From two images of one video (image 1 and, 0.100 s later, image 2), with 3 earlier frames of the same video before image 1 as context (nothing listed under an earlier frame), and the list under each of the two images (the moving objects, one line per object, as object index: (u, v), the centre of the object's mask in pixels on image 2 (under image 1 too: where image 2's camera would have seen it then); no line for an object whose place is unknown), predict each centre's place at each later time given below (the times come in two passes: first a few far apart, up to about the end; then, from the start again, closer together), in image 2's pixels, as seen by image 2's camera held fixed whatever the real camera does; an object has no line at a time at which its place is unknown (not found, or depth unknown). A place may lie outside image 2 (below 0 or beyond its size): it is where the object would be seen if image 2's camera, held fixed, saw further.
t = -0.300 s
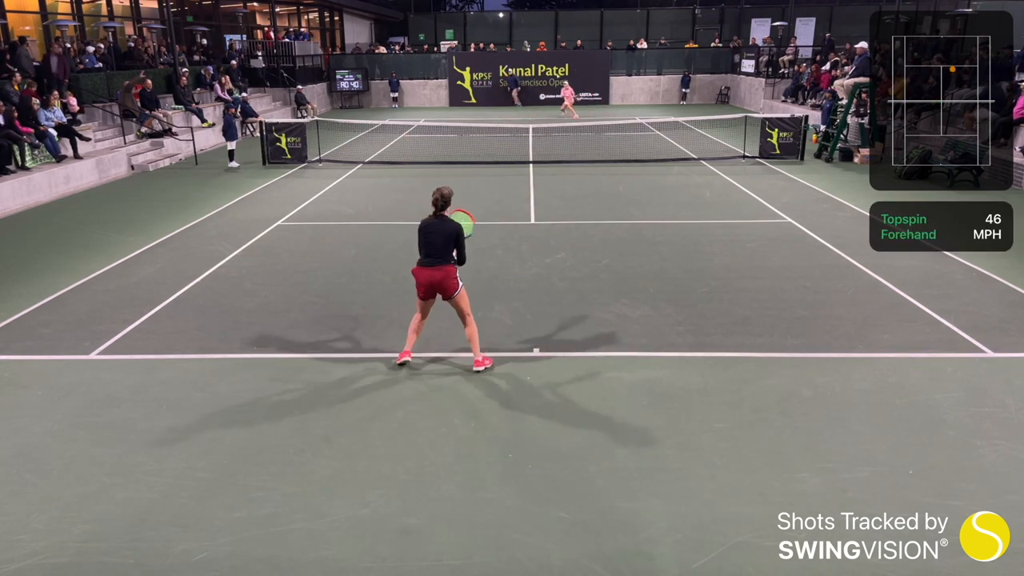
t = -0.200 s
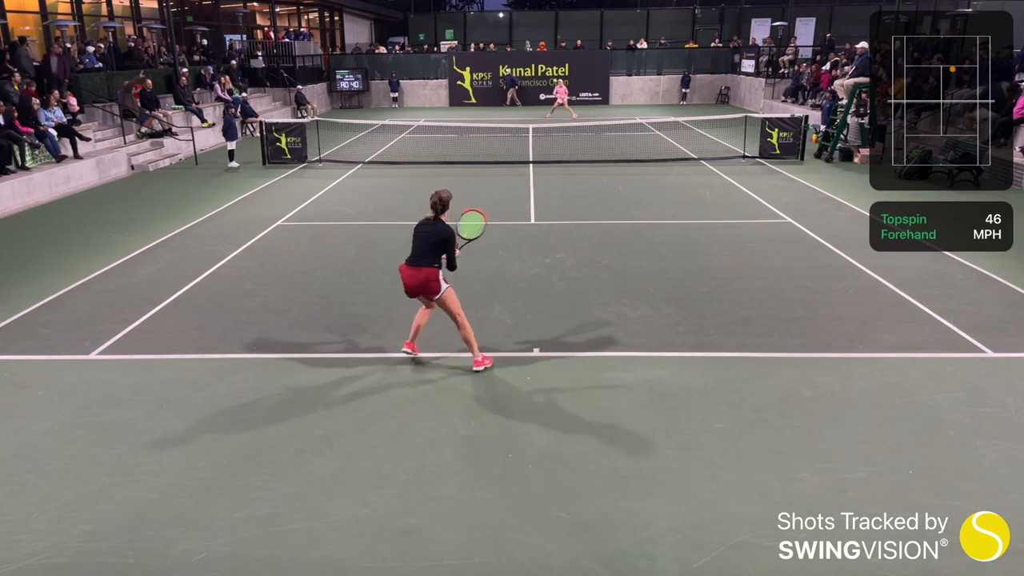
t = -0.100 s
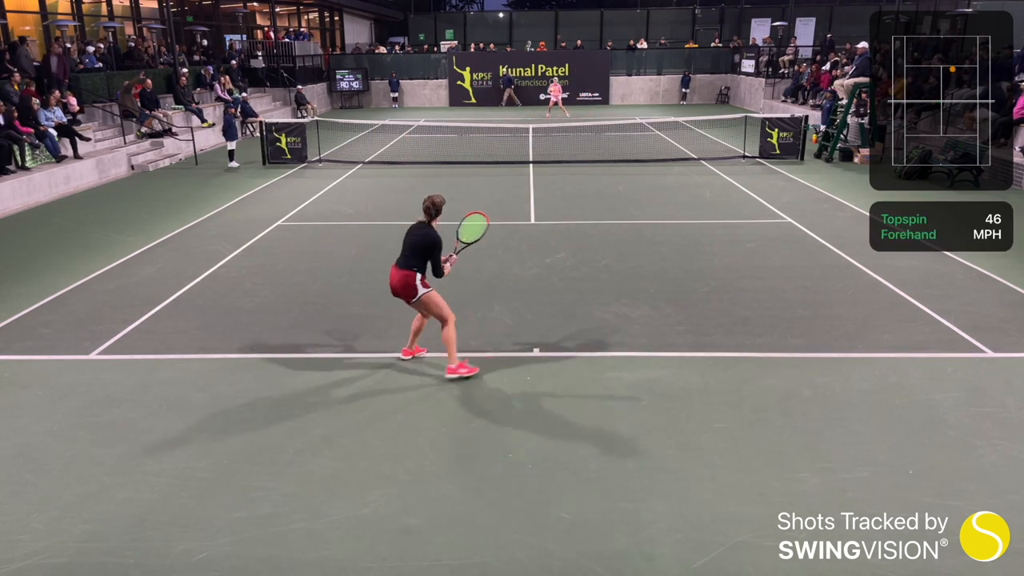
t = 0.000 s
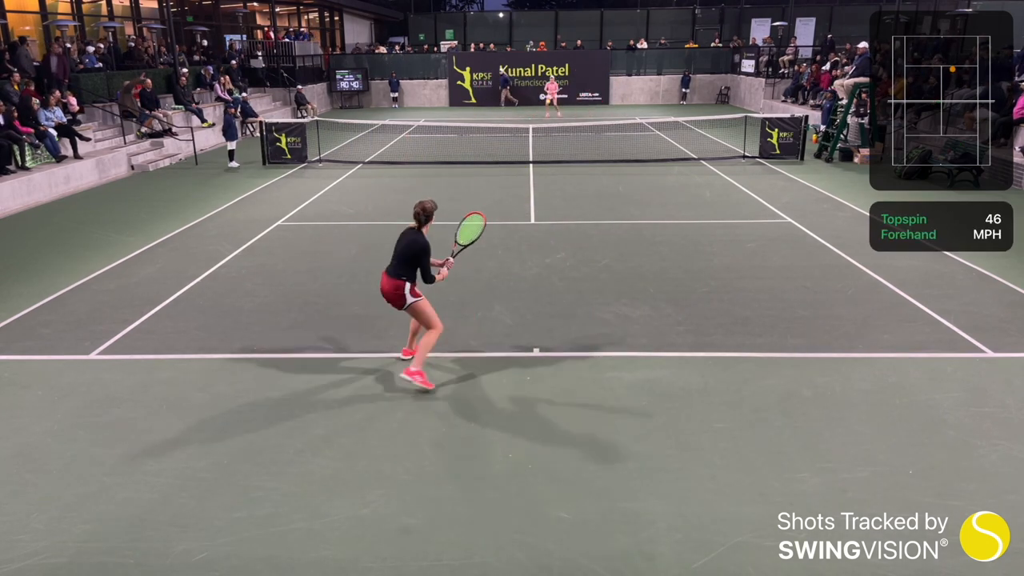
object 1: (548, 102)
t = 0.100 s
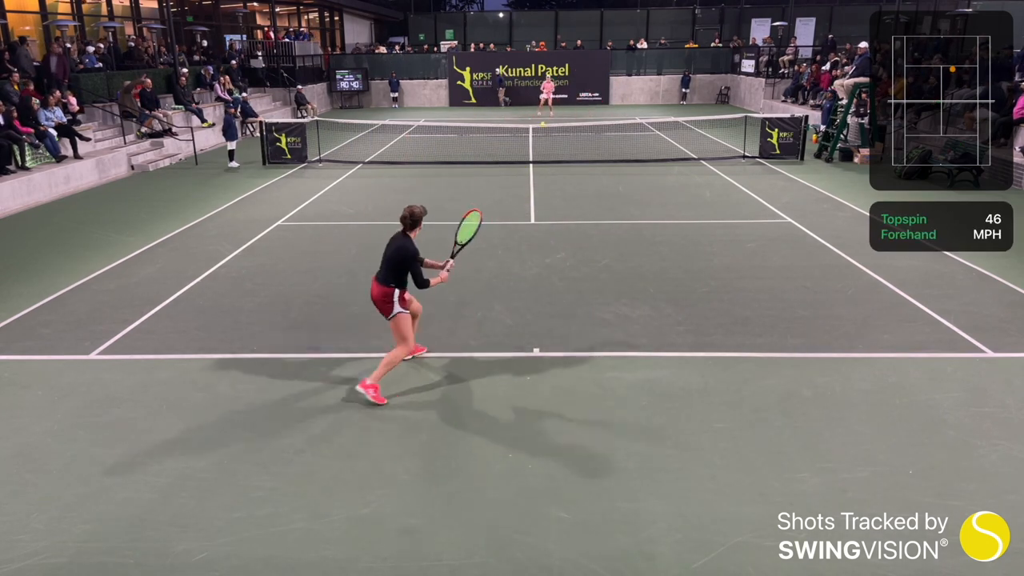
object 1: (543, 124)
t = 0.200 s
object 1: (535, 157)
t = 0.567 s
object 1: (497, 253)
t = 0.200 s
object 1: (535, 157)
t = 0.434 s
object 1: (512, 259)
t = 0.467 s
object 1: (509, 256)
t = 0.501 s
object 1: (505, 254)
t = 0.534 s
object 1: (501, 253)
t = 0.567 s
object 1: (497, 253)
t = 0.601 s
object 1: (489, 255)
